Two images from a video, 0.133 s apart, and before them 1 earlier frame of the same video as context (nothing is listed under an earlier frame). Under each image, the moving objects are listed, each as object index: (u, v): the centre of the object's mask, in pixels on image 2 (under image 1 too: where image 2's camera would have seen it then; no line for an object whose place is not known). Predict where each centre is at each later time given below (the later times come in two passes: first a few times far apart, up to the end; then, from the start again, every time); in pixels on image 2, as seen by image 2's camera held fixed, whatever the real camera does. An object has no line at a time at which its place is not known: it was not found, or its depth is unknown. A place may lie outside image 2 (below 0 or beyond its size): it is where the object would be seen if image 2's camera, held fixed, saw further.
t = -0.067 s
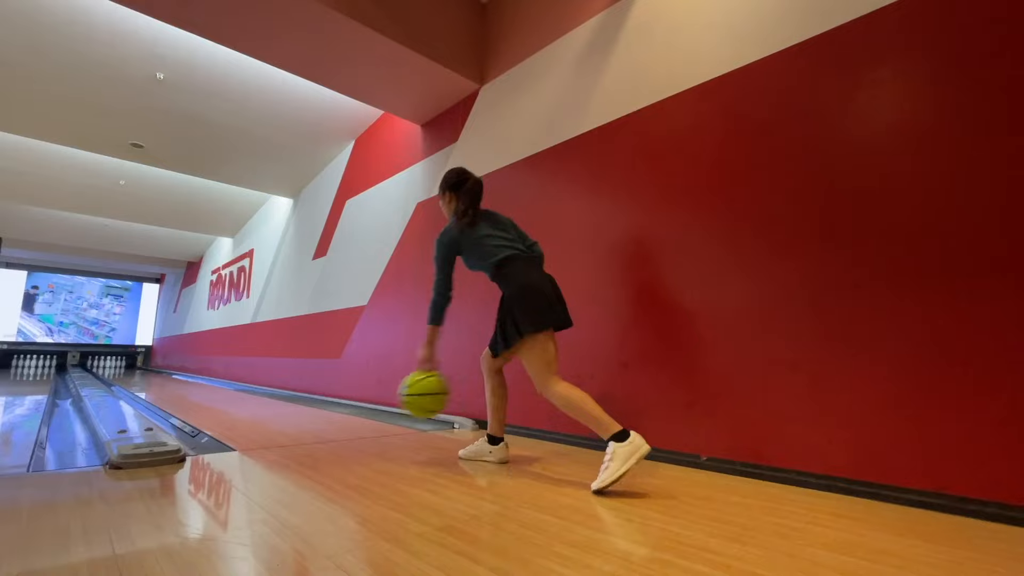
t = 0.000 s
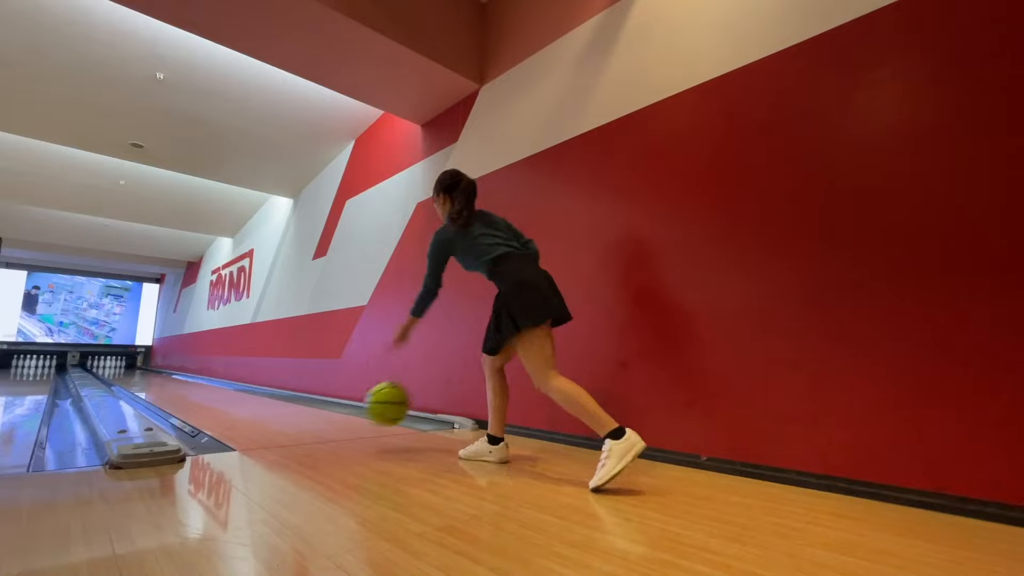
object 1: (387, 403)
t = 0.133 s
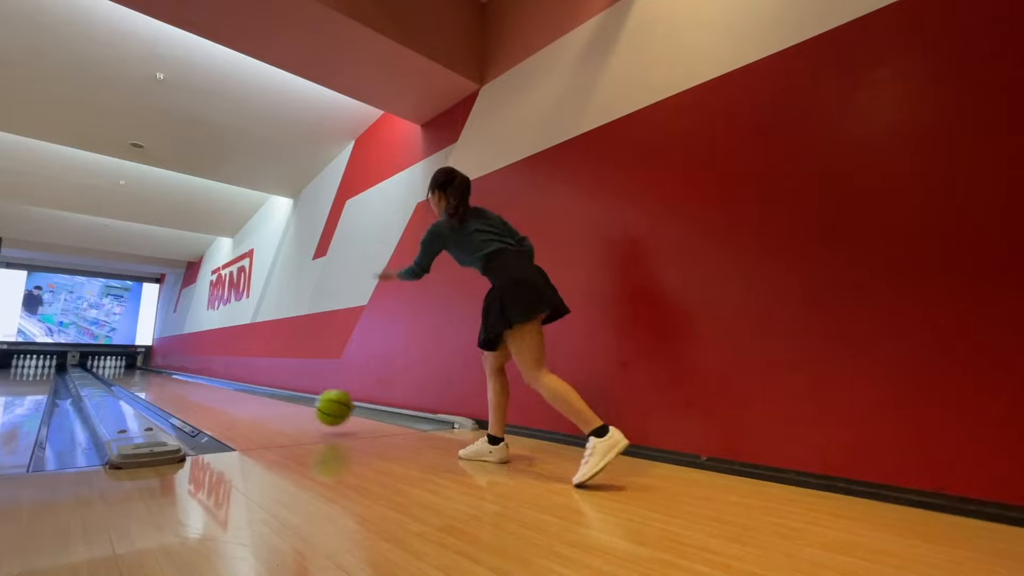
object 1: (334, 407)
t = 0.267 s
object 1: (297, 403)
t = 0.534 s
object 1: (249, 395)
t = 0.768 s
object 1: (223, 388)
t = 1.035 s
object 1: (202, 383)
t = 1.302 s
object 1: (187, 379)
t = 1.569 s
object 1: (175, 376)
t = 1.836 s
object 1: (167, 374)
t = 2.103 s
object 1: (160, 372)
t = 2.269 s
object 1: (157, 371)
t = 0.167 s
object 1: (324, 403)
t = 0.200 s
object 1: (314, 401)
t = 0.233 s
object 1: (306, 401)
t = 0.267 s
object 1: (297, 403)
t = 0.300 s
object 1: (290, 404)
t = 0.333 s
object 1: (282, 401)
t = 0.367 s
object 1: (276, 400)
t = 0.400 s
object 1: (270, 400)
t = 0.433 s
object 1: (264, 398)
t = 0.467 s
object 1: (259, 397)
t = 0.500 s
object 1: (254, 396)
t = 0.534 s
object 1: (249, 395)
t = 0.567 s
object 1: (244, 393)
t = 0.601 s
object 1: (240, 393)
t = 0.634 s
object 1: (236, 392)
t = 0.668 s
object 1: (233, 391)
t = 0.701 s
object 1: (229, 390)
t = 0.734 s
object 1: (226, 389)
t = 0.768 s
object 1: (223, 388)
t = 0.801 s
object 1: (219, 387)
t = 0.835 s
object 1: (217, 387)
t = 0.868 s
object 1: (214, 386)
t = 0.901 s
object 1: (211, 385)
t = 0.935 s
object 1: (209, 384)
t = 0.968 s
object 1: (206, 384)
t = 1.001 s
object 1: (204, 383)
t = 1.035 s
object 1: (202, 383)
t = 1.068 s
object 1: (199, 382)
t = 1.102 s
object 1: (198, 381)
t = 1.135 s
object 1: (196, 381)
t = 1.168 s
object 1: (194, 381)
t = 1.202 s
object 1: (192, 380)
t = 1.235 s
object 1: (190, 380)
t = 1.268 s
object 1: (188, 379)
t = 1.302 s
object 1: (187, 379)
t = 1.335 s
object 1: (185, 378)
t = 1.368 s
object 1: (184, 378)
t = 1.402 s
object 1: (182, 378)
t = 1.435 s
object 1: (180, 377)
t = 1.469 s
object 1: (179, 377)
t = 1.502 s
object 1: (178, 376)
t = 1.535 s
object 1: (177, 376)
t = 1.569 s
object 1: (175, 376)
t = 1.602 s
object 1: (174, 376)
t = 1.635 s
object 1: (173, 375)
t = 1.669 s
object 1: (172, 375)
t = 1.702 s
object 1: (171, 375)
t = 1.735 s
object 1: (170, 375)
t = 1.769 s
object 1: (169, 374)
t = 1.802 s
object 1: (168, 374)
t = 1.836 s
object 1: (167, 374)
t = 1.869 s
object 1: (166, 374)
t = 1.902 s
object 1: (165, 373)
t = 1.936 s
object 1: (164, 373)
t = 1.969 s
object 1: (163, 373)
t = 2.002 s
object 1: (163, 373)
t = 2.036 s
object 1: (162, 372)
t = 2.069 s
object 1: (161, 372)
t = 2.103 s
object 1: (160, 372)
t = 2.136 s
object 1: (160, 372)
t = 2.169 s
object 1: (159, 372)
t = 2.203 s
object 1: (158, 372)
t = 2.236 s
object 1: (158, 371)
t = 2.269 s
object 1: (157, 371)
